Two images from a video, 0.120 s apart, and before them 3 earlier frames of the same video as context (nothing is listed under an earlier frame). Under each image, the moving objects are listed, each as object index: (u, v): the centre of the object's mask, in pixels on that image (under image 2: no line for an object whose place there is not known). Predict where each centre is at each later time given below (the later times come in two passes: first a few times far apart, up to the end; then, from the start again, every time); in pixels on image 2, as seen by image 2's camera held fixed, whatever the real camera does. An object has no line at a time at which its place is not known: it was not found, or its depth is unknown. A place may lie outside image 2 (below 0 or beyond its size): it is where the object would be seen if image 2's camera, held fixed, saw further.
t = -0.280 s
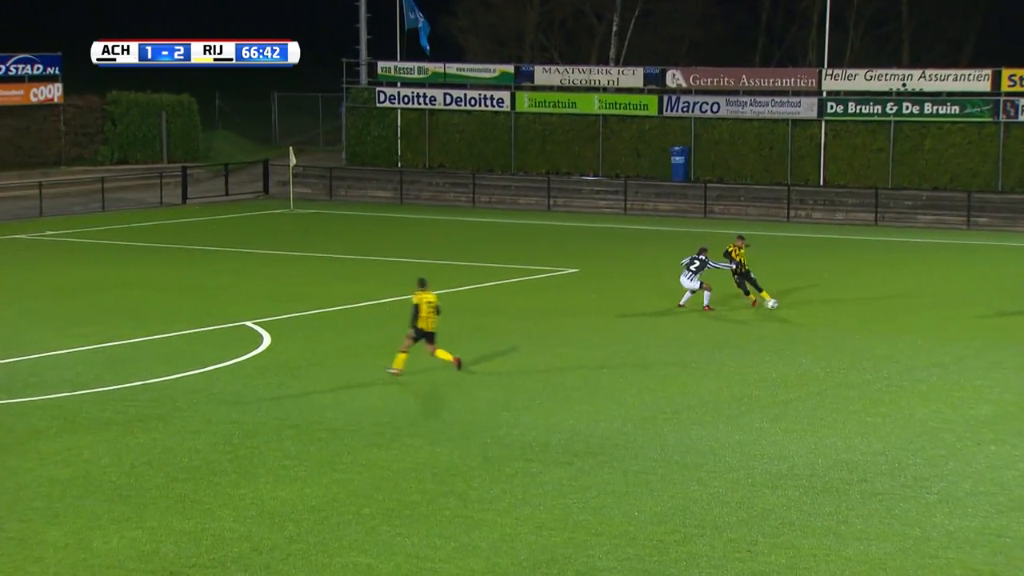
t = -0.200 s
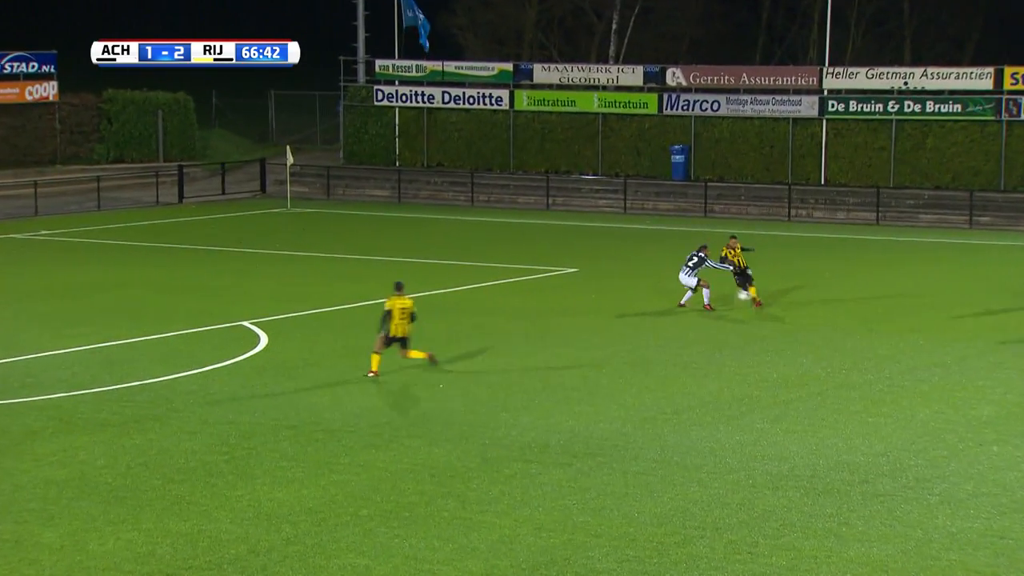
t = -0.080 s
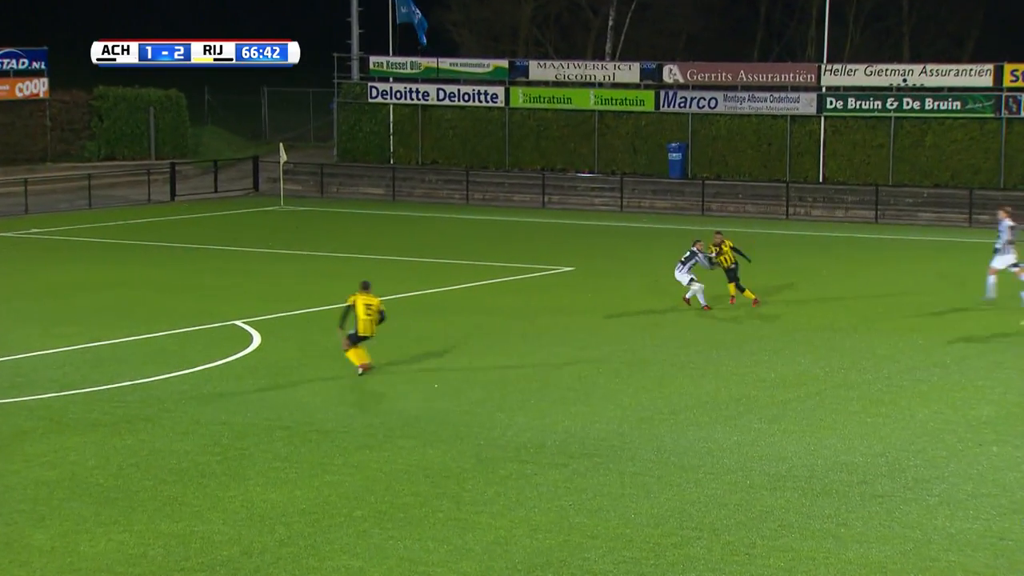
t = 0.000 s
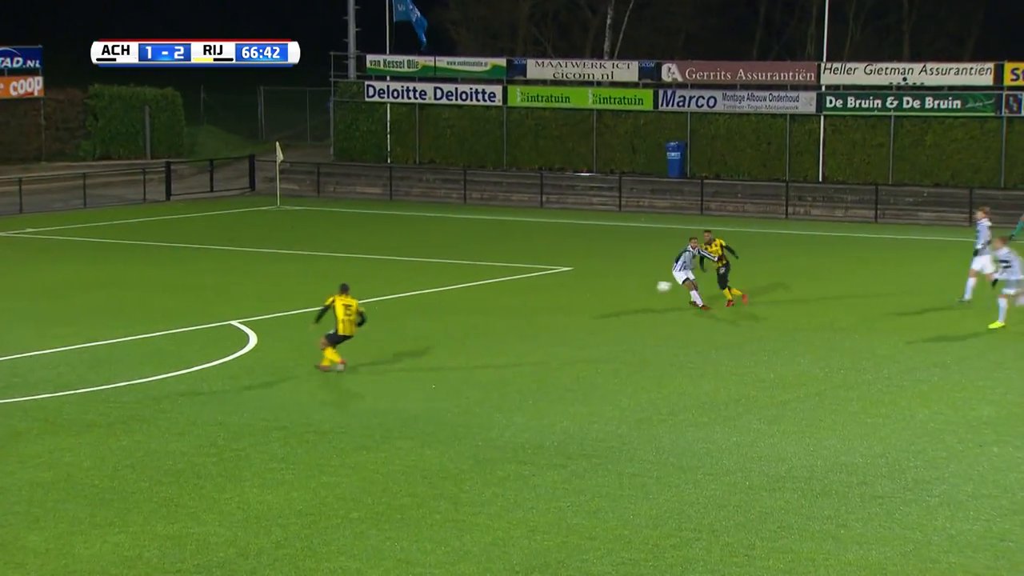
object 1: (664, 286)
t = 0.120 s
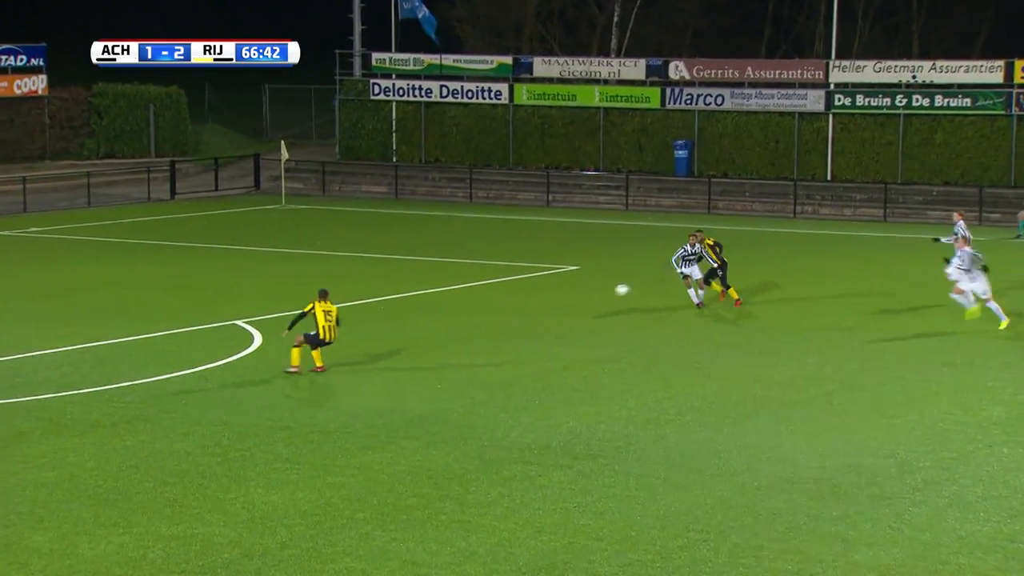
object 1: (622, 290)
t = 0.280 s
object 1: (557, 307)
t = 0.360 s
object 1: (522, 320)
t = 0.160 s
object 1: (606, 293)
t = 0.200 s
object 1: (591, 296)
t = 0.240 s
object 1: (574, 302)
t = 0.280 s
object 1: (557, 307)
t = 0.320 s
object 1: (540, 313)
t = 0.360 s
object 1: (522, 320)
